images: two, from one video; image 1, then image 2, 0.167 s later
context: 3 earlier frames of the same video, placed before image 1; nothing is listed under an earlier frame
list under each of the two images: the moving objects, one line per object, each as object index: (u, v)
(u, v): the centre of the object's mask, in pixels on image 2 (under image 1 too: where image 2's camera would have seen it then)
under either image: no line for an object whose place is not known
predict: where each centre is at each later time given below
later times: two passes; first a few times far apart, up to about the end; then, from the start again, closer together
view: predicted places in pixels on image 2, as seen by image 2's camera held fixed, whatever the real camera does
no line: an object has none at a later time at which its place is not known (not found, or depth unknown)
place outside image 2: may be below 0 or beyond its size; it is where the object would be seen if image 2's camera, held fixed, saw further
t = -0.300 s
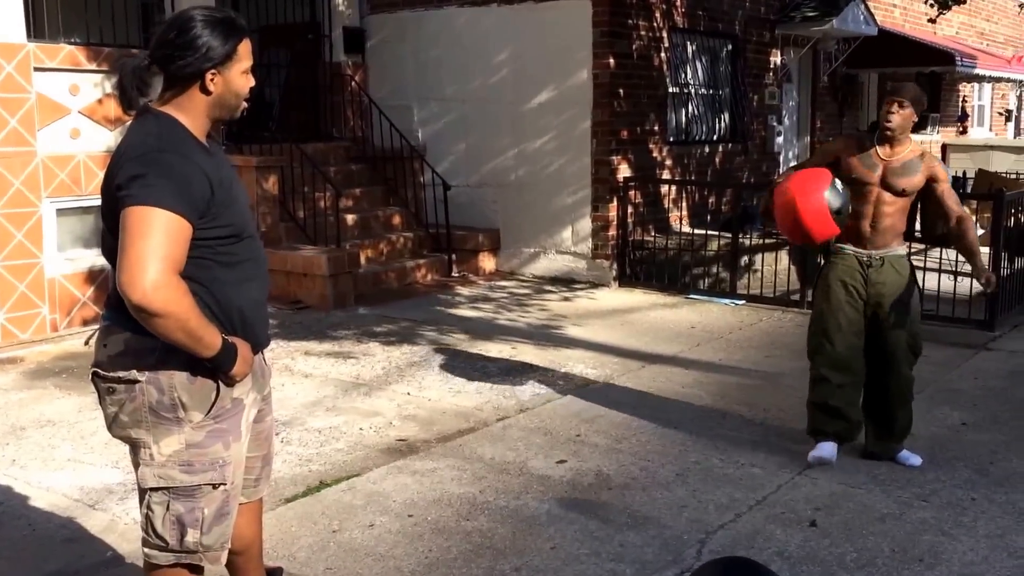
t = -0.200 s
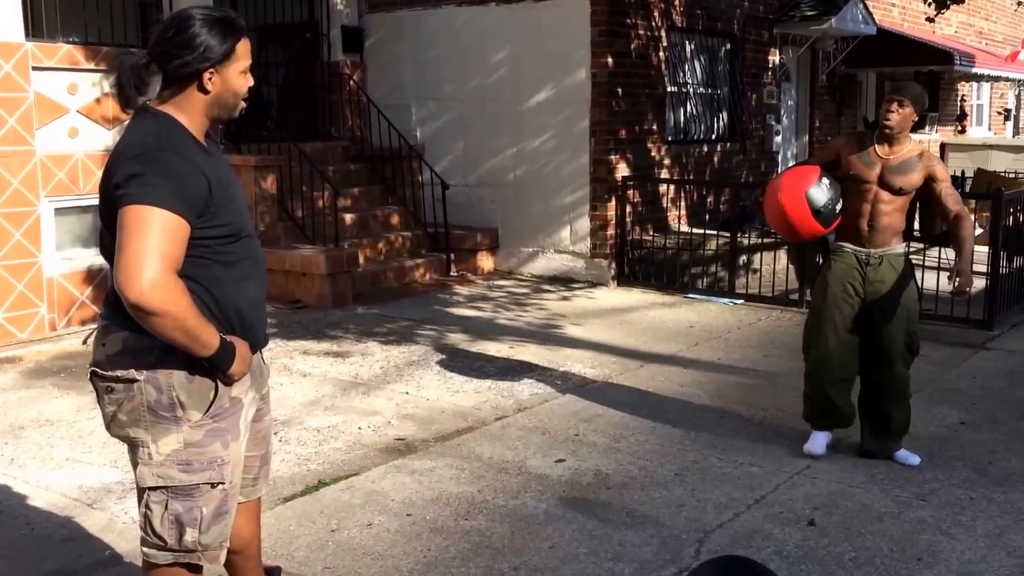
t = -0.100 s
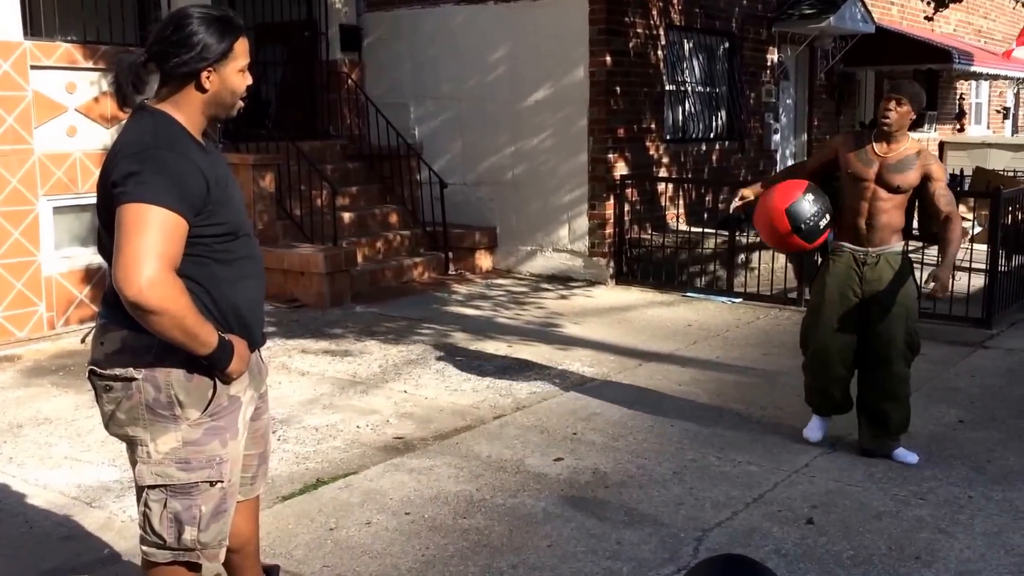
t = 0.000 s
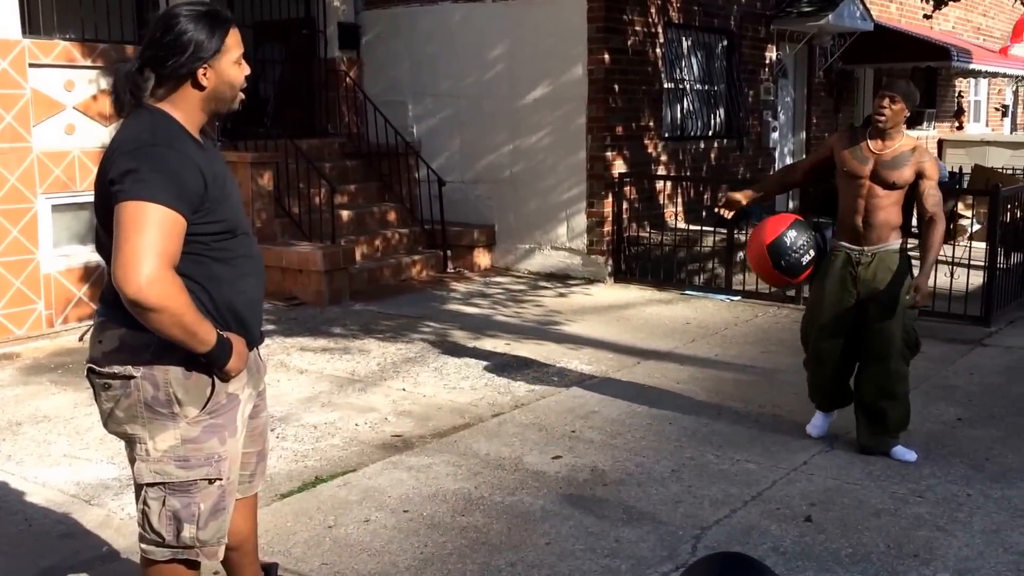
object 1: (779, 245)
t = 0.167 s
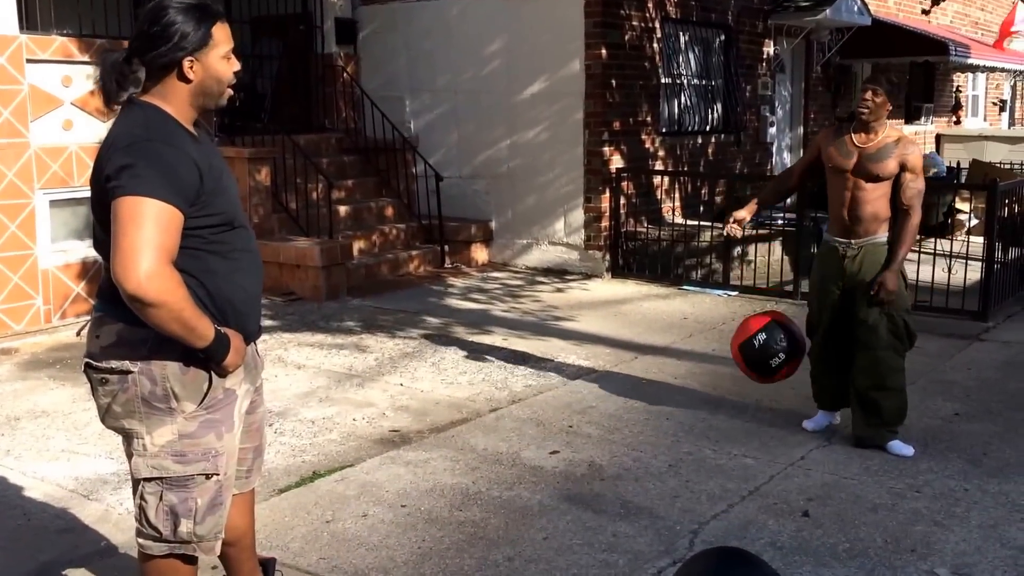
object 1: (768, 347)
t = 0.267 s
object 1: (762, 385)
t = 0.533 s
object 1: (758, 349)
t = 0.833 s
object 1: (756, 362)
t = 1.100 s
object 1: (756, 361)
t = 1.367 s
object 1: (760, 359)
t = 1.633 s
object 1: (765, 357)
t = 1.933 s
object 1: (768, 356)
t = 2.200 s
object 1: (768, 357)
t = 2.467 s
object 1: (768, 357)
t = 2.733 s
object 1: (767, 357)
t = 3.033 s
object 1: (767, 357)
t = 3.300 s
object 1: (767, 357)
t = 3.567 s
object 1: (767, 357)
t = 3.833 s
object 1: (767, 357)
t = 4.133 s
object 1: (767, 357)
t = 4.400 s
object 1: (766, 357)
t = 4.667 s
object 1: (766, 357)
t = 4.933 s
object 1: (765, 357)
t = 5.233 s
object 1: (766, 357)
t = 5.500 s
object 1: (767, 357)
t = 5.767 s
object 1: (767, 357)
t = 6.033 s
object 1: (768, 358)
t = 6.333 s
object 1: (769, 357)
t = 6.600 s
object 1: (769, 357)
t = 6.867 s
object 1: (768, 357)
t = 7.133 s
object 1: (768, 357)
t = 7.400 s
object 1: (767, 358)
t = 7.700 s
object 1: (767, 358)
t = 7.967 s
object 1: (762, 358)
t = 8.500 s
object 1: (756, 356)
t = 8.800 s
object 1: (761, 357)
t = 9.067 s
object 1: (764, 357)
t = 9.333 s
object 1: (764, 356)
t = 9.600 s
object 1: (765, 357)
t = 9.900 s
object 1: (765, 357)
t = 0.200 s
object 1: (766, 373)
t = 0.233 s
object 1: (763, 394)
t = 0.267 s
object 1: (762, 385)
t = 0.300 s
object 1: (762, 373)
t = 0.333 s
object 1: (762, 363)
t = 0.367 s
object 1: (761, 356)
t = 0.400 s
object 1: (760, 350)
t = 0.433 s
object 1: (760, 347)
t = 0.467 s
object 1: (759, 346)
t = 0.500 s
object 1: (759, 346)
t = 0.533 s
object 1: (758, 349)
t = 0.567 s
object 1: (757, 354)
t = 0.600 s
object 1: (757, 361)
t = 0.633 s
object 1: (755, 371)
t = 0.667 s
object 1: (755, 376)
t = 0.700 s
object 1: (755, 371)
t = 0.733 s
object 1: (755, 366)
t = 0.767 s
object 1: (756, 363)
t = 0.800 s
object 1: (756, 362)
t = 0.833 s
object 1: (756, 362)
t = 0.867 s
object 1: (756, 365)
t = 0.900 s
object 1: (756, 366)
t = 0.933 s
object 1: (756, 364)
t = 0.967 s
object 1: (756, 362)
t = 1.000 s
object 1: (756, 362)
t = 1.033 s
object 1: (756, 362)
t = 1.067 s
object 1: (756, 362)
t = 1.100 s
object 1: (756, 361)
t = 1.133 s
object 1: (756, 361)
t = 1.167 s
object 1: (756, 361)
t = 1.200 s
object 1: (757, 360)
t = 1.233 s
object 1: (757, 360)
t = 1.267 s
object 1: (758, 360)
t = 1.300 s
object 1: (758, 359)
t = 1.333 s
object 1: (759, 359)
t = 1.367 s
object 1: (760, 359)
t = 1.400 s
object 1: (760, 358)
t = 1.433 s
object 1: (761, 358)
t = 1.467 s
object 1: (762, 358)
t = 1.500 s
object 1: (762, 358)
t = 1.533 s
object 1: (763, 357)
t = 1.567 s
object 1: (764, 357)
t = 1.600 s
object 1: (764, 357)
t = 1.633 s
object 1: (765, 357)
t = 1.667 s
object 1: (766, 357)
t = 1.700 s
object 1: (766, 357)
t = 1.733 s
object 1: (766, 357)
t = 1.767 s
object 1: (767, 357)
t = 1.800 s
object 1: (767, 357)
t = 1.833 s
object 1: (768, 357)
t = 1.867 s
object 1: (768, 356)
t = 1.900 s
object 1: (768, 356)
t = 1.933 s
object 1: (768, 356)
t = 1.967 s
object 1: (768, 356)
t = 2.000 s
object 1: (768, 357)
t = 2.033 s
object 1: (768, 357)
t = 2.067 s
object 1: (768, 357)
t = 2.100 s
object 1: (768, 357)
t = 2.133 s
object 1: (768, 357)
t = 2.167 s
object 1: (768, 357)
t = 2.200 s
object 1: (768, 357)
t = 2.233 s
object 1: (768, 357)
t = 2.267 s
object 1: (768, 357)
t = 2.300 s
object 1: (768, 357)
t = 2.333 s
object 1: (768, 357)
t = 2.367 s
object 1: (768, 357)
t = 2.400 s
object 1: (768, 357)
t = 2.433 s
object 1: (768, 357)
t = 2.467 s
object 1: (768, 357)
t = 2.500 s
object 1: (768, 357)
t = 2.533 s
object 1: (768, 357)
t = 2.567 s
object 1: (767, 357)
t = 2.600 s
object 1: (767, 357)
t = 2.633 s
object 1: (767, 357)
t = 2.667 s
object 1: (767, 357)
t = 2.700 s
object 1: (767, 357)
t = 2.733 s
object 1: (767, 357)
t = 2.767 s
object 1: (767, 357)
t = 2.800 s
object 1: (767, 357)
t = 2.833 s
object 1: (767, 357)
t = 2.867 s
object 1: (767, 357)
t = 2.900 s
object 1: (767, 357)
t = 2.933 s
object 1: (767, 357)
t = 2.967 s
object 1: (767, 357)
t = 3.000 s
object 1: (767, 357)
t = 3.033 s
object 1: (767, 357)
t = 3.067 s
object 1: (767, 357)
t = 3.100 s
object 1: (767, 357)
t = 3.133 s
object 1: (767, 357)
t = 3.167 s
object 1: (767, 357)
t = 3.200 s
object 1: (767, 357)
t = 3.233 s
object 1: (767, 357)
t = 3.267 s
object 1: (767, 357)
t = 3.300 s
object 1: (767, 357)
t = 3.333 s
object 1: (767, 357)
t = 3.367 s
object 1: (767, 357)
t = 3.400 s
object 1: (767, 357)
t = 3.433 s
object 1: (767, 357)
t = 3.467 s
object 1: (767, 357)
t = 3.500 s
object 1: (767, 357)
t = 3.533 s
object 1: (767, 357)
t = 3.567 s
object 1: (767, 357)
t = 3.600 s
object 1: (767, 357)
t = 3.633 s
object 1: (767, 357)
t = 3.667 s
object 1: (767, 357)
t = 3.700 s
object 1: (767, 357)
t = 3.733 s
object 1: (767, 357)
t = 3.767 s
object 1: (767, 357)
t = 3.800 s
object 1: (767, 357)
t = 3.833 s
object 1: (767, 357)
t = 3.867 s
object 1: (767, 357)
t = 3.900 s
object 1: (767, 357)
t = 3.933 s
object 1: (767, 357)
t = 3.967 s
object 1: (767, 357)
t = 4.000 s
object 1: (767, 357)
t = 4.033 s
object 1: (767, 357)
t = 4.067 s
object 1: (767, 357)
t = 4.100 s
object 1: (767, 357)
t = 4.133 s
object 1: (767, 357)
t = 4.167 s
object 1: (767, 357)
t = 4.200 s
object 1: (766, 357)
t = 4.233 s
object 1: (766, 357)
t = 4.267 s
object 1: (766, 357)
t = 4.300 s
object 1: (766, 357)
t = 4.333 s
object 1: (766, 357)
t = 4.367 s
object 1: (766, 357)
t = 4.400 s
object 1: (766, 357)
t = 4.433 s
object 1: (766, 357)
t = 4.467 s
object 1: (766, 357)
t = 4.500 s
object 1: (766, 357)
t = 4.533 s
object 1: (766, 357)
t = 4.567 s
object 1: (766, 357)
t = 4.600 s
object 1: (766, 357)
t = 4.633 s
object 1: (766, 357)
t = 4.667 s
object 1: (766, 357)
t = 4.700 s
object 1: (766, 357)
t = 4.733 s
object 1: (766, 357)
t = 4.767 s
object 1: (766, 357)
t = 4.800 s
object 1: (766, 357)
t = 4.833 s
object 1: (765, 357)
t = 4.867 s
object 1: (765, 357)
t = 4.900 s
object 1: (765, 357)
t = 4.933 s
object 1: (765, 357)
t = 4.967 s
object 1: (765, 357)
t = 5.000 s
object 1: (765, 357)
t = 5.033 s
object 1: (765, 357)
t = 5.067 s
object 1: (765, 357)
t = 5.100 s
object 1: (766, 357)
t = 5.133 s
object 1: (766, 357)
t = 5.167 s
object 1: (766, 357)
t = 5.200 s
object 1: (766, 357)
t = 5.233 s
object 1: (766, 357)
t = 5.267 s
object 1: (766, 357)
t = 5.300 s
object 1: (766, 357)
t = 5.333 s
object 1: (766, 357)
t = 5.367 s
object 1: (767, 357)
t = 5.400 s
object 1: (767, 357)
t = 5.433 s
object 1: (767, 357)
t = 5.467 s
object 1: (767, 357)
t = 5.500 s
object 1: (767, 357)
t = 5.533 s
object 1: (767, 357)
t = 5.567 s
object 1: (767, 357)
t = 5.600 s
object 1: (767, 357)
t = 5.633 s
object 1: (767, 357)
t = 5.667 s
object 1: (767, 357)
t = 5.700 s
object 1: (767, 357)
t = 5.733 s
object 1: (767, 357)
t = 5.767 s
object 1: (767, 357)
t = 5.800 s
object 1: (767, 357)
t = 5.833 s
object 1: (767, 357)
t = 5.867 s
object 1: (767, 357)
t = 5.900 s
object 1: (767, 357)
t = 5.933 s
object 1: (767, 358)
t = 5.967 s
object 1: (767, 358)
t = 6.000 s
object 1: (767, 358)
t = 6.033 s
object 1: (768, 358)
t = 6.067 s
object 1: (768, 358)
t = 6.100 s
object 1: (768, 357)
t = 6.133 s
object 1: (768, 357)
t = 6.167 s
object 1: (768, 357)
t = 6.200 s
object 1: (768, 357)
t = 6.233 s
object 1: (768, 357)
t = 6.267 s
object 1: (768, 357)
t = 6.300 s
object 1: (768, 357)
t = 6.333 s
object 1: (769, 357)
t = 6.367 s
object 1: (769, 357)
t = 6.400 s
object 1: (769, 357)
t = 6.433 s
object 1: (769, 357)
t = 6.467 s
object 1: (769, 357)
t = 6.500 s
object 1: (769, 357)
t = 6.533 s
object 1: (769, 357)
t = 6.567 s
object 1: (769, 357)
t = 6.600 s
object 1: (769, 357)
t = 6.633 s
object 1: (769, 357)
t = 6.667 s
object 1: (768, 357)
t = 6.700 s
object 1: (768, 357)
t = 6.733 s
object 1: (768, 357)
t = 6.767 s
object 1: (768, 357)
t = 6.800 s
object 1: (768, 357)
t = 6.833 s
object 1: (768, 357)
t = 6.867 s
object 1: (768, 357)
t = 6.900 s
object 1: (768, 357)
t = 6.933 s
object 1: (768, 357)
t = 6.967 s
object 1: (768, 357)
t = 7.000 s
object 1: (768, 357)
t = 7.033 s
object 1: (768, 357)
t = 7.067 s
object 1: (768, 357)
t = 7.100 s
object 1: (768, 357)
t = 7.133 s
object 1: (768, 357)
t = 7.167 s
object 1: (768, 358)
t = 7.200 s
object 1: (768, 358)
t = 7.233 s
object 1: (768, 358)
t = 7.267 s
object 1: (768, 358)
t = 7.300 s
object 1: (767, 358)
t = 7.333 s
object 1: (767, 358)
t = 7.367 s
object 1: (767, 358)
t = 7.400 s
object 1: (767, 358)
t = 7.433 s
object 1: (767, 358)
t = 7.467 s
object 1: (767, 358)
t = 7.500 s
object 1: (767, 358)
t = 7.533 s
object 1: (767, 358)
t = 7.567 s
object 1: (767, 358)
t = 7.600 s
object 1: (767, 358)
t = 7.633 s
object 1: (767, 358)
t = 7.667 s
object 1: (767, 358)
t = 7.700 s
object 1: (767, 358)
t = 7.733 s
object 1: (766, 358)
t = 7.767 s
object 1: (766, 358)
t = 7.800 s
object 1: (766, 358)
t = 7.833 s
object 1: (765, 358)
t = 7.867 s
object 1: (764, 358)
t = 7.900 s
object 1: (763, 358)
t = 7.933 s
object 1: (762, 358)
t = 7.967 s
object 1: (762, 358)
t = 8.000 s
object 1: (761, 357)
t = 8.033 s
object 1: (760, 357)
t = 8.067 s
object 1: (760, 357)
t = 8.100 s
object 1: (759, 357)
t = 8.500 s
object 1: (756, 356)
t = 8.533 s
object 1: (756, 356)
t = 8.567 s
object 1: (756, 357)
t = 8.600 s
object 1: (756, 357)
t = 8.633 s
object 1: (757, 357)
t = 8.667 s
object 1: (758, 357)
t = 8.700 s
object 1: (758, 357)
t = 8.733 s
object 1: (759, 357)
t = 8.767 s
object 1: (760, 357)
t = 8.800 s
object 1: (761, 357)
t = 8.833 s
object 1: (762, 357)
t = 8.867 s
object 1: (762, 357)
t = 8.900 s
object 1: (763, 357)
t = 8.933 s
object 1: (764, 357)
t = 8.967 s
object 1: (764, 357)
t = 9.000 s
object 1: (765, 357)
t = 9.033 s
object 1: (765, 357)
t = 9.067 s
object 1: (764, 357)
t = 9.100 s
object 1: (764, 357)
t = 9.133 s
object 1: (764, 357)
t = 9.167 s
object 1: (764, 357)
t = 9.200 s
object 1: (764, 357)
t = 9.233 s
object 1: (764, 357)
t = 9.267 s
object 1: (764, 356)
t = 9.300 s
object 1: (764, 356)
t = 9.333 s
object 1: (764, 356)
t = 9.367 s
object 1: (764, 357)
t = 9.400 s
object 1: (764, 357)
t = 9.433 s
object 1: (764, 357)
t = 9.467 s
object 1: (765, 357)
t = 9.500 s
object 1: (765, 357)
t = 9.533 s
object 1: (764, 357)
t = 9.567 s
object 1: (765, 357)
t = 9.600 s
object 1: (765, 357)
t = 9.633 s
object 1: (765, 357)
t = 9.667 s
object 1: (764, 357)
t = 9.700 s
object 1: (764, 357)
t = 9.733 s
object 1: (765, 357)
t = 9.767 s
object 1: (764, 357)
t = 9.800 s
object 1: (765, 357)
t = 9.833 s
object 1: (765, 357)
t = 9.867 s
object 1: (765, 357)
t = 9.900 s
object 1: (765, 357)
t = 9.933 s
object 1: (765, 357)
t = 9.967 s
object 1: (764, 357)
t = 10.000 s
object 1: (765, 357)
